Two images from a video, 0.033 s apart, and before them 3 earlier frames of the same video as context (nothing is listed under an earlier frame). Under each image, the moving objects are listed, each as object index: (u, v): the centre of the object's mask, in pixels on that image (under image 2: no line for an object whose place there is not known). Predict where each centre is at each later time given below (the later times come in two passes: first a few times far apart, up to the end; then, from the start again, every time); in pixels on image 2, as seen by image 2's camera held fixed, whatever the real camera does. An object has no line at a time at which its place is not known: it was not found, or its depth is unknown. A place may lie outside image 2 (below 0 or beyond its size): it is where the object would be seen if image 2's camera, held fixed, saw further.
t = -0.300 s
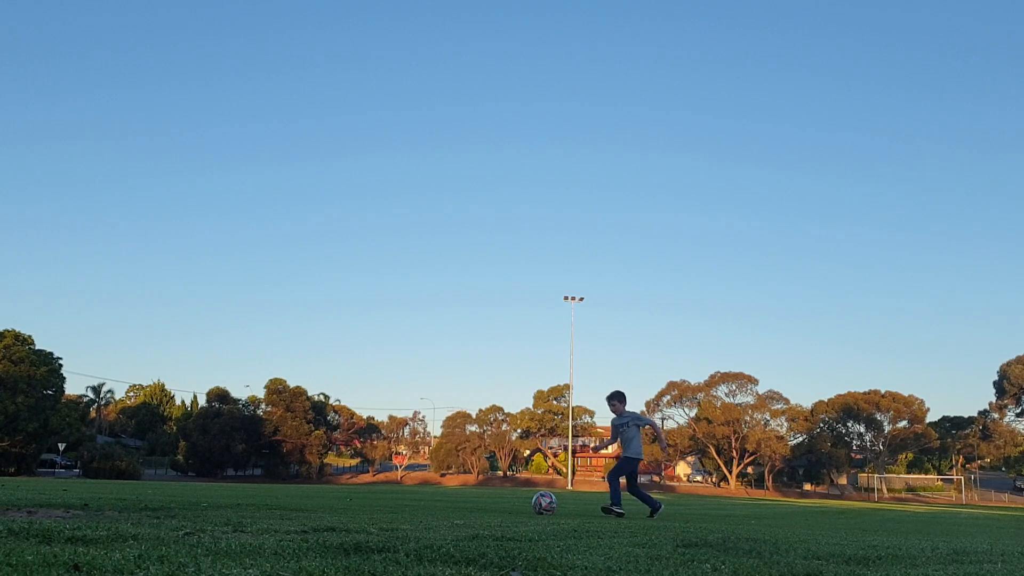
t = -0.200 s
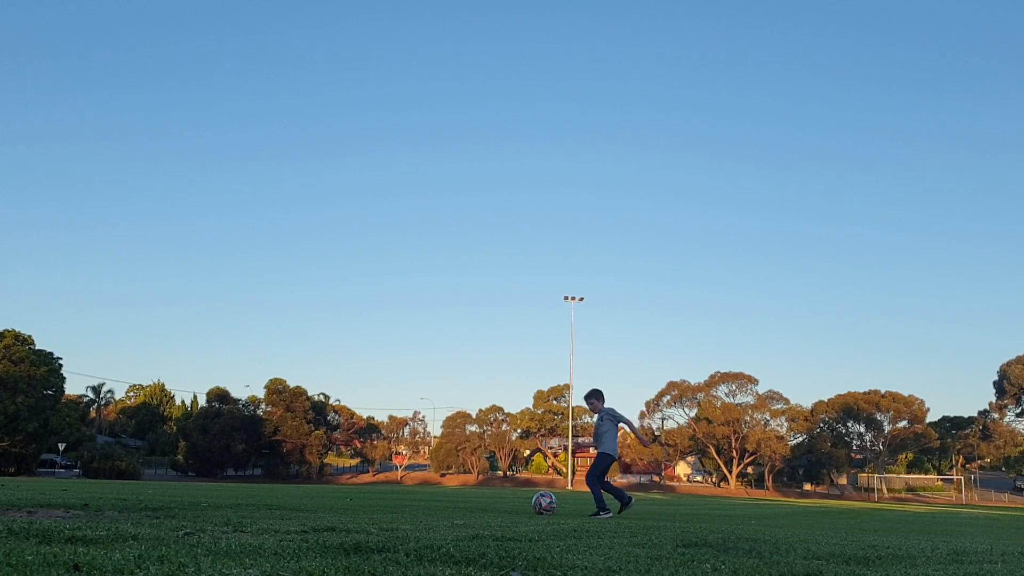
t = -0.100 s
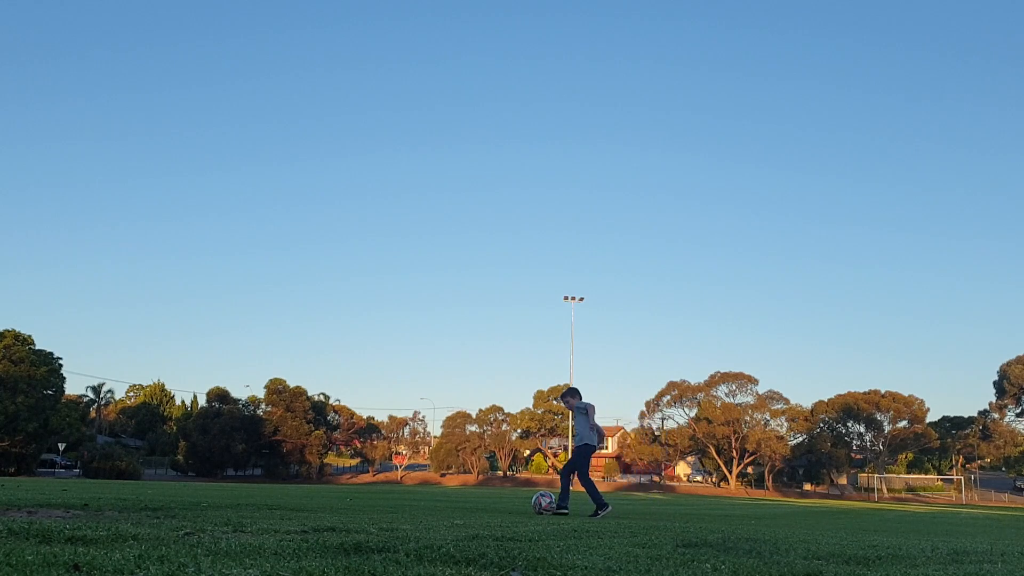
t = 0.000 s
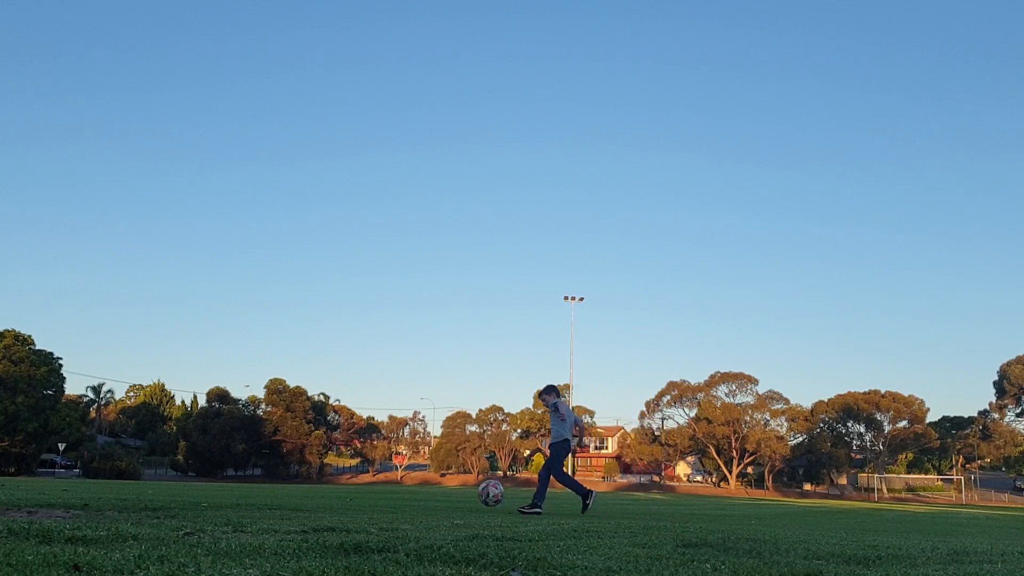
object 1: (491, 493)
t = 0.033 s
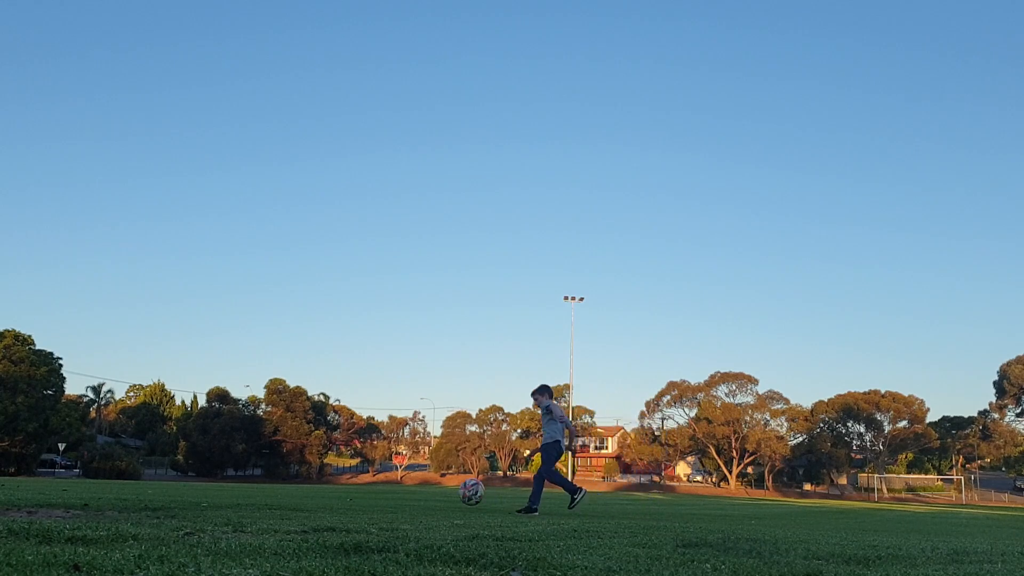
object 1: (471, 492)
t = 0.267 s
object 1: (343, 488)
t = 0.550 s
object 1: (212, 487)
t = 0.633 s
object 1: (182, 483)
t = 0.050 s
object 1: (462, 492)
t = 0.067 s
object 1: (452, 492)
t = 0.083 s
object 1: (442, 492)
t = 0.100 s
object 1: (432, 493)
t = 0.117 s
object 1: (422, 494)
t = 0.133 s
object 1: (412, 496)
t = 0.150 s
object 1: (402, 496)
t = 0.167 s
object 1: (394, 494)
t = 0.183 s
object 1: (386, 493)
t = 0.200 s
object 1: (377, 491)
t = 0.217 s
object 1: (369, 490)
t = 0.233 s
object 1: (360, 489)
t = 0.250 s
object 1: (352, 488)
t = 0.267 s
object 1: (343, 488)
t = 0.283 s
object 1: (334, 488)
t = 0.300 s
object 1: (325, 489)
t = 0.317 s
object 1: (315, 490)
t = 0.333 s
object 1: (306, 491)
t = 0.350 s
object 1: (297, 491)
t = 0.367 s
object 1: (290, 490)
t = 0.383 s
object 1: (283, 488)
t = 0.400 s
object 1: (276, 486)
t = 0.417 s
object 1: (269, 485)
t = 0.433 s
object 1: (263, 484)
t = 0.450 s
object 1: (256, 484)
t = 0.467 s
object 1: (248, 483)
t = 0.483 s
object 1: (242, 484)
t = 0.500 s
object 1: (234, 484)
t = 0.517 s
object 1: (227, 485)
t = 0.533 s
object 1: (219, 486)
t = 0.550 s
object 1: (212, 487)
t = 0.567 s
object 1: (206, 485)
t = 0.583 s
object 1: (200, 484)
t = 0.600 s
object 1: (194, 484)
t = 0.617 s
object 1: (188, 483)
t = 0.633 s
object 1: (182, 483)
